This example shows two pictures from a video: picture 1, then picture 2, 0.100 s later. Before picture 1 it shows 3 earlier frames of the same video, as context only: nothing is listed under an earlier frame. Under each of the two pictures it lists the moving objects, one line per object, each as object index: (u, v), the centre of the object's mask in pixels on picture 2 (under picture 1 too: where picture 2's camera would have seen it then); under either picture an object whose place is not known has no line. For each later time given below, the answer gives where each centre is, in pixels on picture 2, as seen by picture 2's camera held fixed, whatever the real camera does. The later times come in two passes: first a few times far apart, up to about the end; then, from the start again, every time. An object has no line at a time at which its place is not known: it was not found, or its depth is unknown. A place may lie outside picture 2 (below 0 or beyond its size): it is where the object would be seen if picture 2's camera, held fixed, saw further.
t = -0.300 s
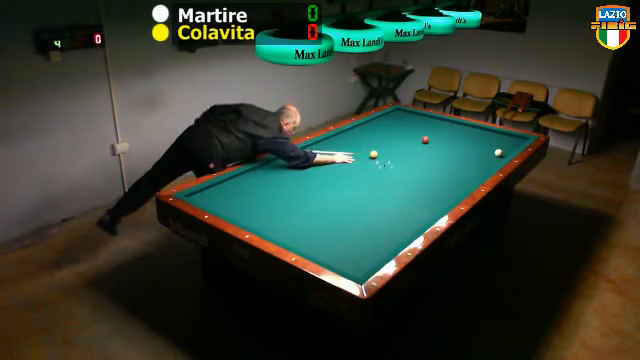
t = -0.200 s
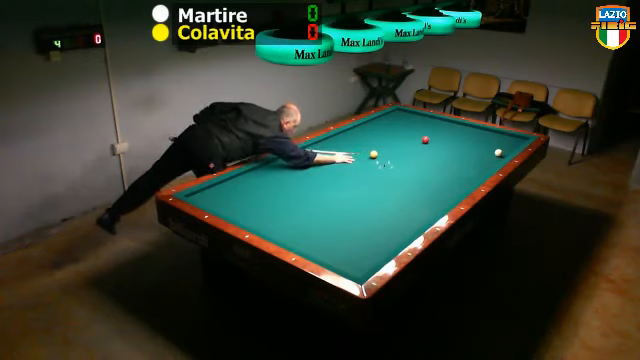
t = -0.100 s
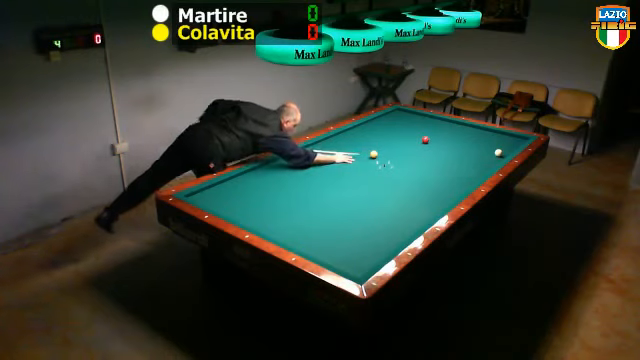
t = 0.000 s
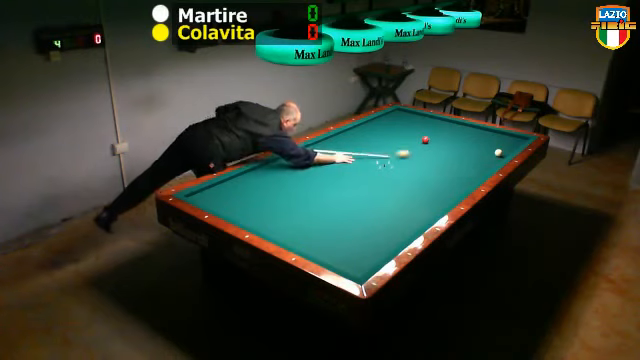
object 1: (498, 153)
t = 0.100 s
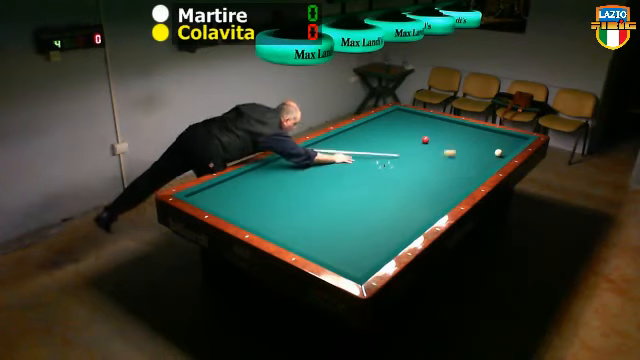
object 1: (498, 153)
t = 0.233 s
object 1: (508, 151)
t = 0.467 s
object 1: (477, 131)
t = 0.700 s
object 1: (445, 123)
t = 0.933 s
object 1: (409, 120)
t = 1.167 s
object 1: (377, 118)
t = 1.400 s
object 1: (383, 127)
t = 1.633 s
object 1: (388, 137)
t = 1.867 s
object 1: (392, 147)
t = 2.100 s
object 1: (397, 159)
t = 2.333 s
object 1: (403, 172)
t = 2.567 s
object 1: (409, 186)
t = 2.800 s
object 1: (416, 202)
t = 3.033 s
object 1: (423, 219)
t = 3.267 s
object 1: (401, 224)
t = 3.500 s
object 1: (379, 228)
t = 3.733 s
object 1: (357, 233)
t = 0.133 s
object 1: (498, 153)
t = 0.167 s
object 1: (498, 153)
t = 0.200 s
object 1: (500, 152)
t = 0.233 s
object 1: (508, 151)
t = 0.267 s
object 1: (503, 148)
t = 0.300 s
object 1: (498, 144)
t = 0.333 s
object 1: (493, 141)
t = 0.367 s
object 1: (489, 138)
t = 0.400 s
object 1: (485, 135)
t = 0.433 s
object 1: (481, 133)
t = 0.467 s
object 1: (477, 131)
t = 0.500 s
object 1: (474, 128)
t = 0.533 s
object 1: (470, 126)
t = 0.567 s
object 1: (467, 124)
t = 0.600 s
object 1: (461, 124)
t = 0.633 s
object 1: (456, 123)
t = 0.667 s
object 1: (450, 123)
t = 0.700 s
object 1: (445, 123)
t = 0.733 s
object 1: (439, 122)
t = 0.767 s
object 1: (435, 122)
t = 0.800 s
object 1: (429, 122)
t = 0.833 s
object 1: (424, 121)
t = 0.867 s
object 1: (419, 121)
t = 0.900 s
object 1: (414, 120)
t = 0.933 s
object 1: (409, 120)
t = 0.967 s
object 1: (404, 119)
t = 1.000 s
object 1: (399, 119)
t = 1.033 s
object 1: (394, 119)
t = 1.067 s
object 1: (389, 118)
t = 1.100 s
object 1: (384, 118)
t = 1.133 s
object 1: (379, 117)
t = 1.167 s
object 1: (377, 118)
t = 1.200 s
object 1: (379, 119)
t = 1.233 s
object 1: (380, 121)
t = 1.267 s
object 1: (381, 122)
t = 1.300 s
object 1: (382, 123)
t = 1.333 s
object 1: (382, 125)
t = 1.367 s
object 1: (383, 126)
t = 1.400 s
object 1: (383, 127)
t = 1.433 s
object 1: (384, 128)
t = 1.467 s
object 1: (385, 130)
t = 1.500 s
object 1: (385, 131)
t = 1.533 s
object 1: (386, 132)
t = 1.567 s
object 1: (387, 134)
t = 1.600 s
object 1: (387, 135)
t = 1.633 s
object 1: (388, 137)
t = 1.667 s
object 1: (388, 138)
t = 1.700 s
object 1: (389, 140)
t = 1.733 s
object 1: (389, 141)
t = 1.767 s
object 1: (390, 143)
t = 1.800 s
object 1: (391, 144)
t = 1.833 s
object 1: (391, 146)
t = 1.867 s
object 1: (392, 147)
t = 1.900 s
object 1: (393, 149)
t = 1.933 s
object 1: (394, 150)
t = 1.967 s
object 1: (394, 152)
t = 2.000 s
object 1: (395, 154)
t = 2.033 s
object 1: (396, 155)
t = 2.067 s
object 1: (397, 157)
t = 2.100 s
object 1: (397, 159)
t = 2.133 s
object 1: (398, 160)
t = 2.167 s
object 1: (398, 162)
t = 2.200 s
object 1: (400, 164)
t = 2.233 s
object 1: (400, 166)
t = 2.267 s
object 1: (401, 168)
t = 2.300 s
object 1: (402, 170)
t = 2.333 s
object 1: (403, 172)
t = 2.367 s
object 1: (404, 174)
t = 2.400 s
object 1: (405, 176)
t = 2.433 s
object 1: (405, 178)
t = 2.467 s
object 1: (406, 180)
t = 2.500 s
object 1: (407, 182)
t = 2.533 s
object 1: (408, 184)
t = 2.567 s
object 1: (409, 186)
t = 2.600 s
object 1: (410, 189)
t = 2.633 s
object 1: (411, 191)
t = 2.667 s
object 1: (412, 193)
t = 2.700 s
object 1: (413, 195)
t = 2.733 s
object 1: (414, 198)
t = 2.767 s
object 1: (415, 200)
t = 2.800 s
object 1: (416, 202)
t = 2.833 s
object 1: (417, 205)
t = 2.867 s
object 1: (418, 208)
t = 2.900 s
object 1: (419, 210)
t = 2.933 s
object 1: (420, 213)
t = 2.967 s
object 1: (421, 215)
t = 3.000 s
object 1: (422, 218)
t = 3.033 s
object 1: (423, 219)
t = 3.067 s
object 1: (419, 220)
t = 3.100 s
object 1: (416, 221)
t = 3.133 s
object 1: (413, 221)
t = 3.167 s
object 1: (410, 222)
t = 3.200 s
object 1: (407, 223)
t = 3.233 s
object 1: (403, 224)
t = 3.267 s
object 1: (401, 224)
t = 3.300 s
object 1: (398, 225)
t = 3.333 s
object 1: (395, 226)
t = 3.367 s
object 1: (392, 226)
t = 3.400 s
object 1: (389, 227)
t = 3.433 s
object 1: (385, 227)
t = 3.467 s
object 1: (382, 228)
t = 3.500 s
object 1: (379, 228)
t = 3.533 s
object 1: (376, 229)
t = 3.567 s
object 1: (373, 230)
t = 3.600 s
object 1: (370, 230)
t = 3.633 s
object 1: (367, 231)
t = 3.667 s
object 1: (364, 232)
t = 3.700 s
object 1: (360, 232)
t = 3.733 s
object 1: (357, 233)
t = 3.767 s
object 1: (354, 234)
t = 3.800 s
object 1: (351, 234)
